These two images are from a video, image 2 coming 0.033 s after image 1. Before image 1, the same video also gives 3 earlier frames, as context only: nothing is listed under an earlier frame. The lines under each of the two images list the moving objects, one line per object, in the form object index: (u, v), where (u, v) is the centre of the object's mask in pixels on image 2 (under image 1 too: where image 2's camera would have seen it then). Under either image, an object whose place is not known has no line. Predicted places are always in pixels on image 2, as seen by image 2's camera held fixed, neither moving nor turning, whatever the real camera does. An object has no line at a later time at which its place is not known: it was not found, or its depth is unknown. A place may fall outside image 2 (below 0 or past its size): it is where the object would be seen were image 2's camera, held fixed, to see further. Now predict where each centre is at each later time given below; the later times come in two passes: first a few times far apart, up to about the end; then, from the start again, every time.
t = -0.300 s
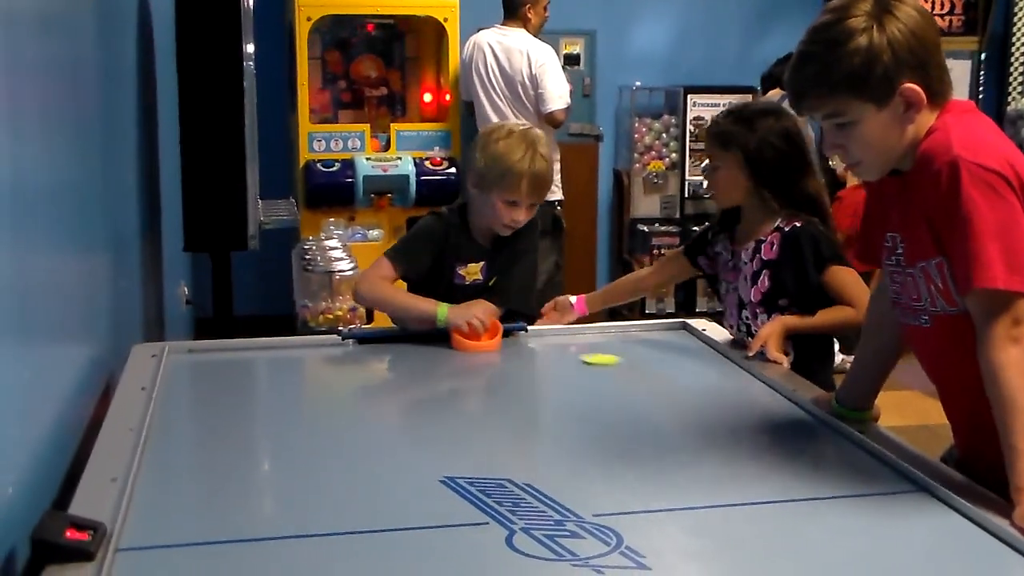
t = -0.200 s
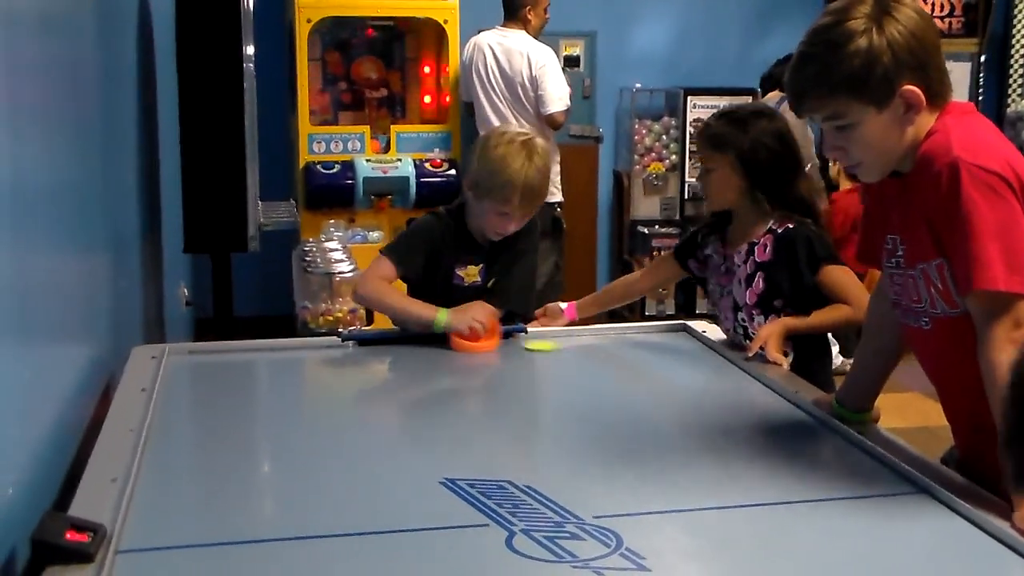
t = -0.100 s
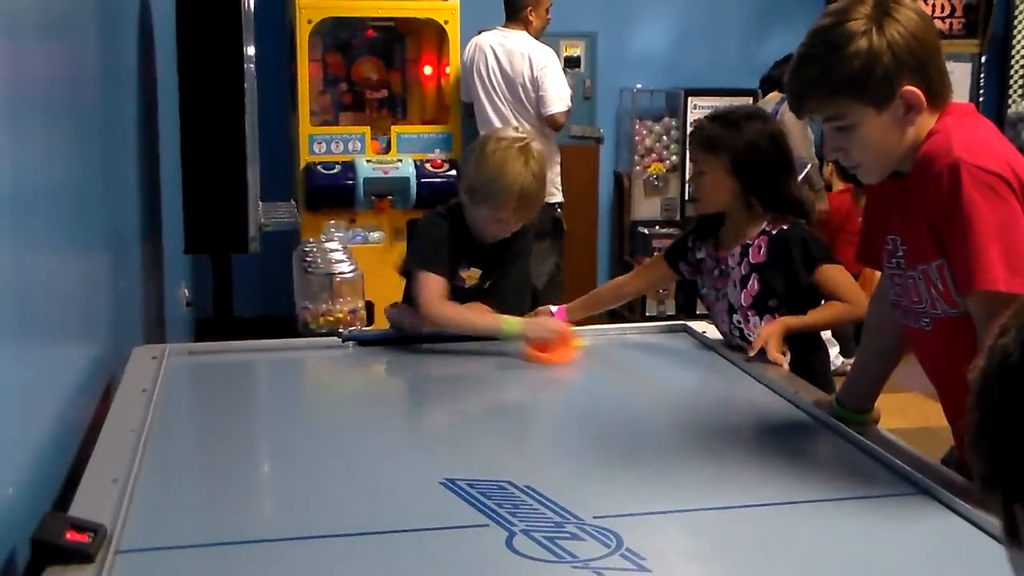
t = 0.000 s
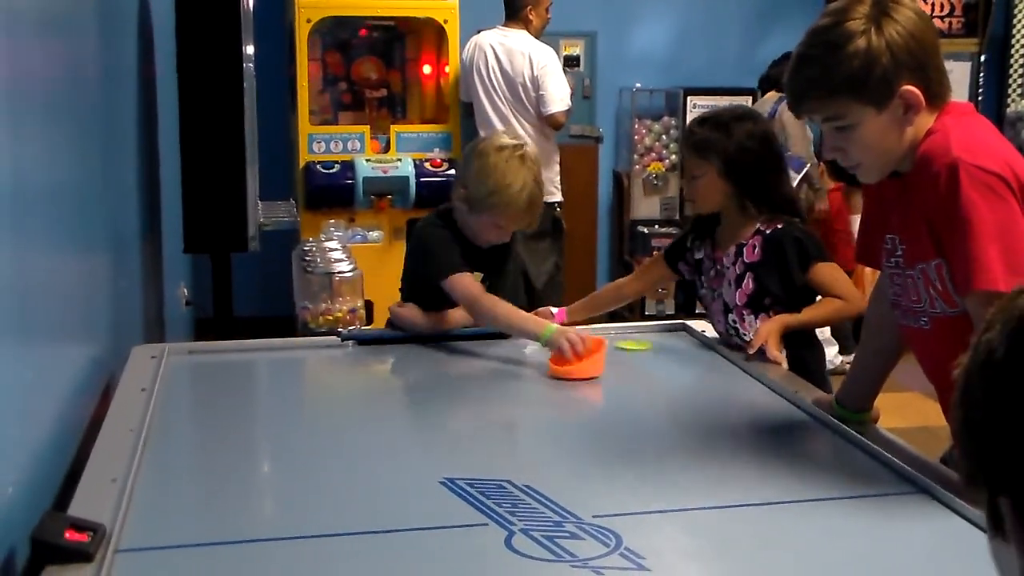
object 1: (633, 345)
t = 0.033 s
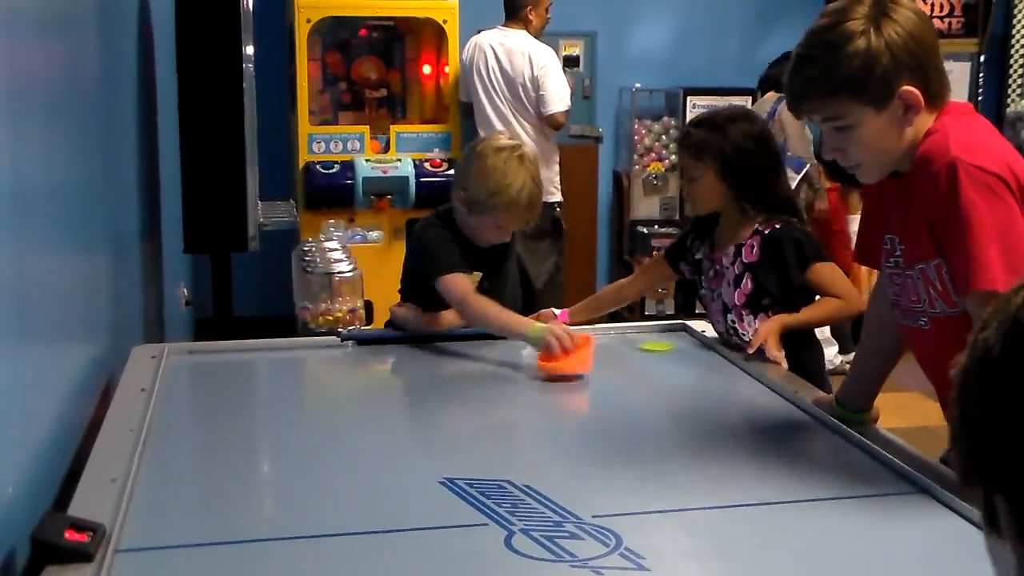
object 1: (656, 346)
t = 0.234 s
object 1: (638, 360)
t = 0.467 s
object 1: (544, 380)
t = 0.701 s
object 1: (436, 402)
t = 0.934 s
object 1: (311, 428)
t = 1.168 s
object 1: (170, 457)
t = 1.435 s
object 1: (302, 462)
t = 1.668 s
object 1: (416, 467)
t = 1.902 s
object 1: (528, 474)
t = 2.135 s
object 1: (634, 480)
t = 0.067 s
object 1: (679, 347)
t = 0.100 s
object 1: (687, 348)
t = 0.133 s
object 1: (675, 352)
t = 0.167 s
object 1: (663, 354)
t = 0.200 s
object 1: (650, 357)
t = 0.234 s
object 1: (638, 360)
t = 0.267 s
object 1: (626, 363)
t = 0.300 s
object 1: (612, 366)
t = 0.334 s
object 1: (599, 368)
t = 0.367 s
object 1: (585, 371)
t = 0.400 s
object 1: (572, 374)
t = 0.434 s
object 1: (558, 377)
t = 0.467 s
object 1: (544, 380)
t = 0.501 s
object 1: (530, 383)
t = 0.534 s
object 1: (514, 386)
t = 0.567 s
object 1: (499, 390)
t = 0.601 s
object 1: (484, 393)
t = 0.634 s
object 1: (469, 396)
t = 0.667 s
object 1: (452, 399)
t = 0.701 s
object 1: (436, 402)
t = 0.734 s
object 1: (419, 406)
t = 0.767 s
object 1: (402, 410)
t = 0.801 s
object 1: (384, 413)
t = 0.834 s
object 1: (366, 417)
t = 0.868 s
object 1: (348, 421)
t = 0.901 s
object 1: (330, 424)
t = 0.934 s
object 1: (311, 428)
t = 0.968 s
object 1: (291, 432)
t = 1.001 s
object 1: (271, 436)
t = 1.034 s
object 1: (249, 440)
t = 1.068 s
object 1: (229, 445)
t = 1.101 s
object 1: (208, 449)
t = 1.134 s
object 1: (185, 453)
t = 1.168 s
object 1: (170, 457)
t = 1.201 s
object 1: (186, 457)
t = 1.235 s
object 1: (203, 458)
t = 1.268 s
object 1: (220, 459)
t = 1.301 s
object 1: (236, 460)
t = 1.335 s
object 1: (253, 460)
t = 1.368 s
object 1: (270, 461)
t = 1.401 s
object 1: (285, 462)
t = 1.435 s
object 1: (302, 462)
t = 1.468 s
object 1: (318, 463)
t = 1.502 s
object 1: (335, 464)
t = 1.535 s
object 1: (350, 465)
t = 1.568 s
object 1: (368, 465)
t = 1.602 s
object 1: (384, 466)
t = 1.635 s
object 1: (400, 467)
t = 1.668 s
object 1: (416, 467)
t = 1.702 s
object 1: (432, 468)
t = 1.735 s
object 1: (448, 469)
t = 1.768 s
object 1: (464, 470)
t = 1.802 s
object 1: (480, 471)
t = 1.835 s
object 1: (497, 472)
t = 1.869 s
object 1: (512, 473)
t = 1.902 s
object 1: (528, 474)
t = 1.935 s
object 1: (543, 474)
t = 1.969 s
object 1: (558, 475)
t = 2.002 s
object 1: (573, 476)
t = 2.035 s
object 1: (589, 477)
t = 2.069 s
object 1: (604, 478)
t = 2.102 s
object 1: (619, 479)
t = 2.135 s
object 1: (634, 480)
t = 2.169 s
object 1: (648, 481)
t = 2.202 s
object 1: (663, 482)
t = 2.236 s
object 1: (677, 483)
